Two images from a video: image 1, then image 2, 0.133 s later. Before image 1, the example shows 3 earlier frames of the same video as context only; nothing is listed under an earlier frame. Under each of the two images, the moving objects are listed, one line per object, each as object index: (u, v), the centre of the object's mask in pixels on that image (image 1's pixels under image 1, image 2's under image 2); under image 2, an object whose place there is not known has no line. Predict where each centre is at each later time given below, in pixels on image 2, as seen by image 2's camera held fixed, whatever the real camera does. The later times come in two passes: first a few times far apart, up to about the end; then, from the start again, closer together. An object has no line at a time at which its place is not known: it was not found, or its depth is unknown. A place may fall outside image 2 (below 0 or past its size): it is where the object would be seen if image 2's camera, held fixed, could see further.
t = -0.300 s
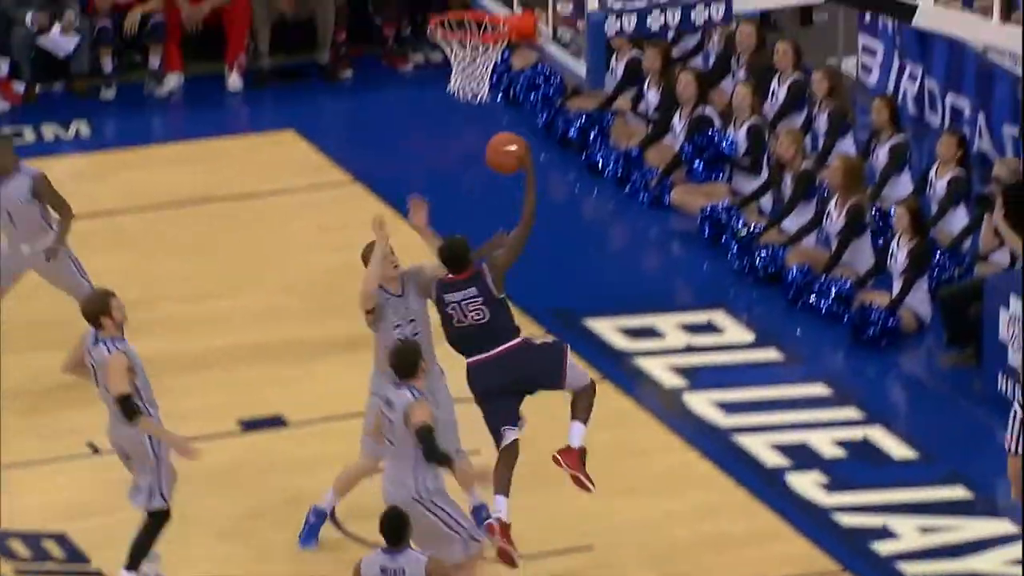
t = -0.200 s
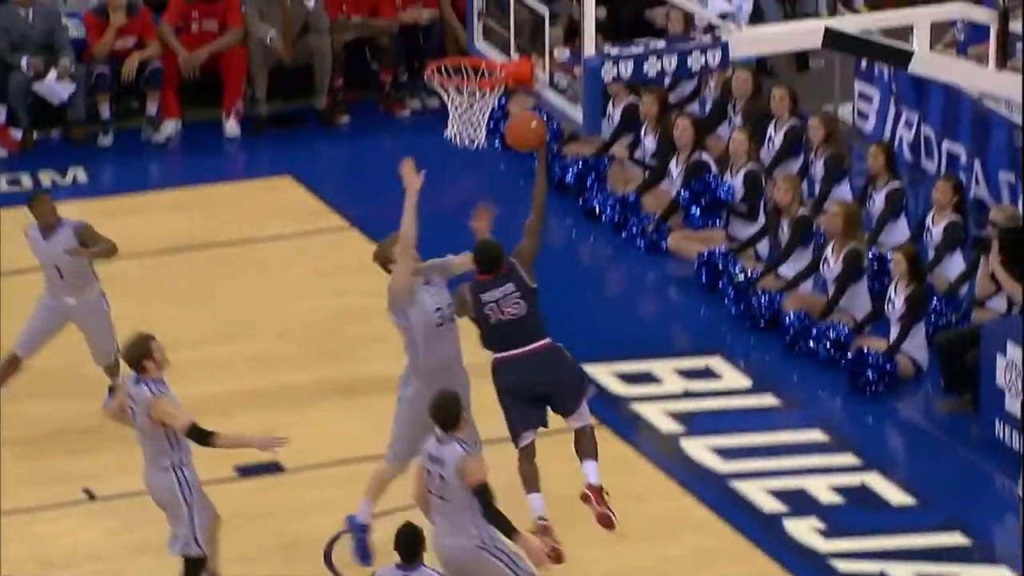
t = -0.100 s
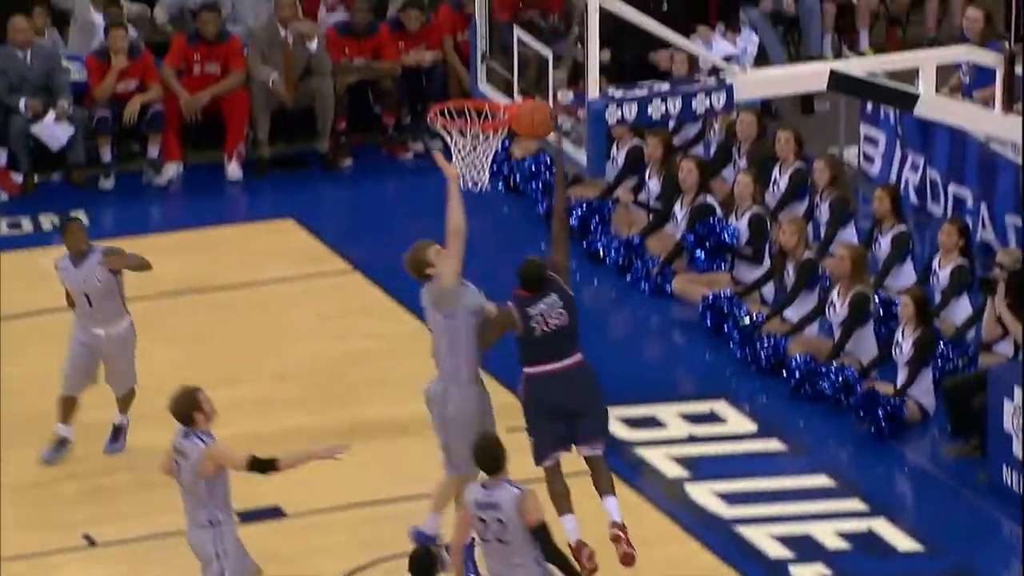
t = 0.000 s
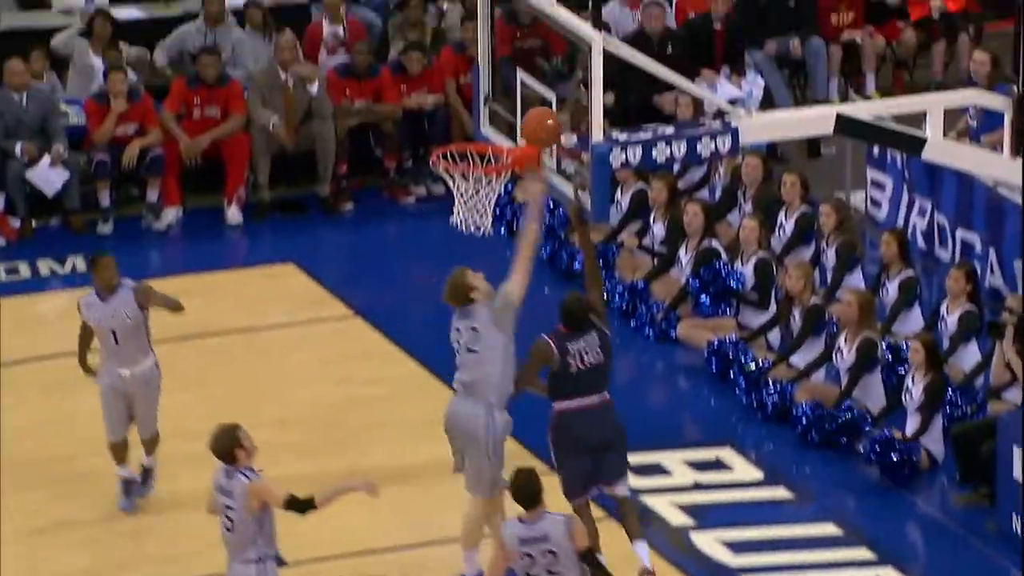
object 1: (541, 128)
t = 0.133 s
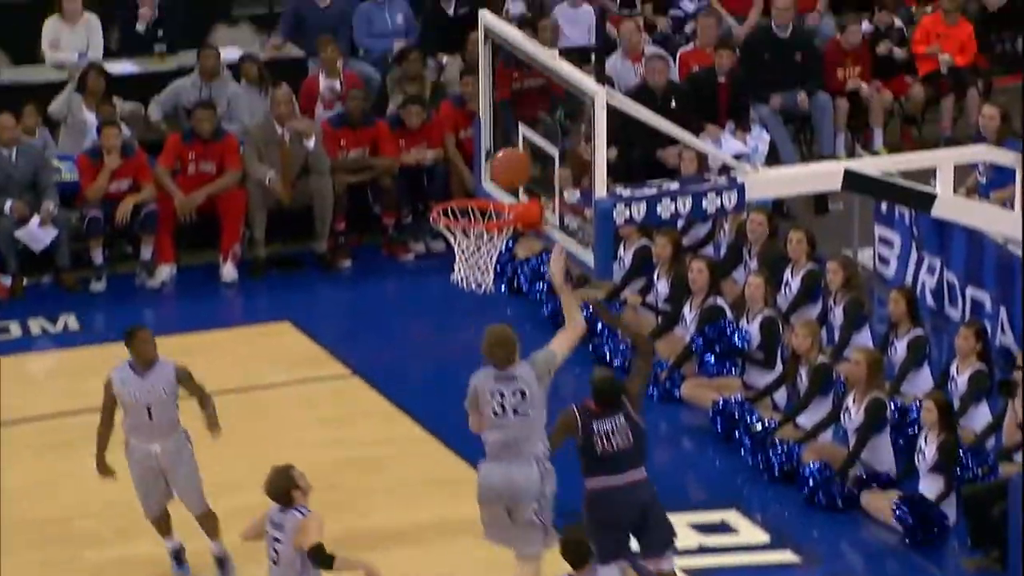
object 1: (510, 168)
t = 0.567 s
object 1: (472, 198)
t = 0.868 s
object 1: (492, 204)
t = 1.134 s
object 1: (470, 236)
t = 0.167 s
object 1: (501, 169)
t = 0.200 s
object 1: (491, 173)
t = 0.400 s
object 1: (460, 193)
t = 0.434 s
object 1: (461, 197)
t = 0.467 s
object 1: (462, 202)
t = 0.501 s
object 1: (464, 202)
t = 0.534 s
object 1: (469, 199)
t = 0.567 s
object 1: (472, 198)
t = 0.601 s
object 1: (477, 198)
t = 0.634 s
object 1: (481, 200)
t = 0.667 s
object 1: (485, 202)
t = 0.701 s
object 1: (488, 201)
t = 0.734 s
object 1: (490, 201)
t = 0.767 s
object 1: (491, 202)
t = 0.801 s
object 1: (492, 203)
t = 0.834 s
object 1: (492, 203)
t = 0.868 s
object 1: (492, 204)
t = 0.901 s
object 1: (491, 205)
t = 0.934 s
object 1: (490, 207)
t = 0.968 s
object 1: (487, 210)
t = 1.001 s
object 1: (484, 219)
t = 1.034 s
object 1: (476, 228)
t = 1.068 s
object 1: (472, 235)
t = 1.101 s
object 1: (471, 236)
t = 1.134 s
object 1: (470, 236)
